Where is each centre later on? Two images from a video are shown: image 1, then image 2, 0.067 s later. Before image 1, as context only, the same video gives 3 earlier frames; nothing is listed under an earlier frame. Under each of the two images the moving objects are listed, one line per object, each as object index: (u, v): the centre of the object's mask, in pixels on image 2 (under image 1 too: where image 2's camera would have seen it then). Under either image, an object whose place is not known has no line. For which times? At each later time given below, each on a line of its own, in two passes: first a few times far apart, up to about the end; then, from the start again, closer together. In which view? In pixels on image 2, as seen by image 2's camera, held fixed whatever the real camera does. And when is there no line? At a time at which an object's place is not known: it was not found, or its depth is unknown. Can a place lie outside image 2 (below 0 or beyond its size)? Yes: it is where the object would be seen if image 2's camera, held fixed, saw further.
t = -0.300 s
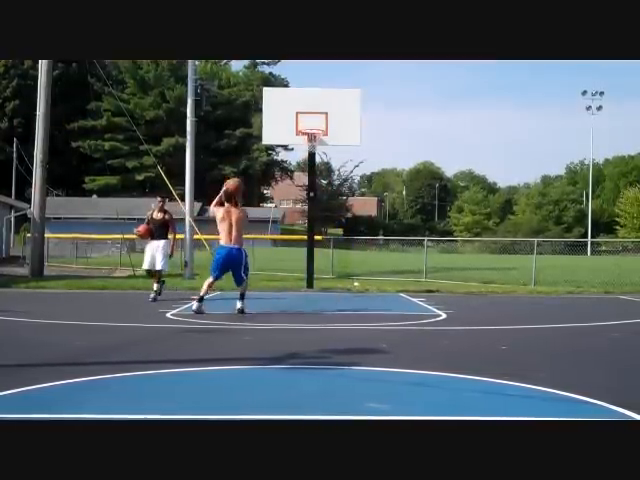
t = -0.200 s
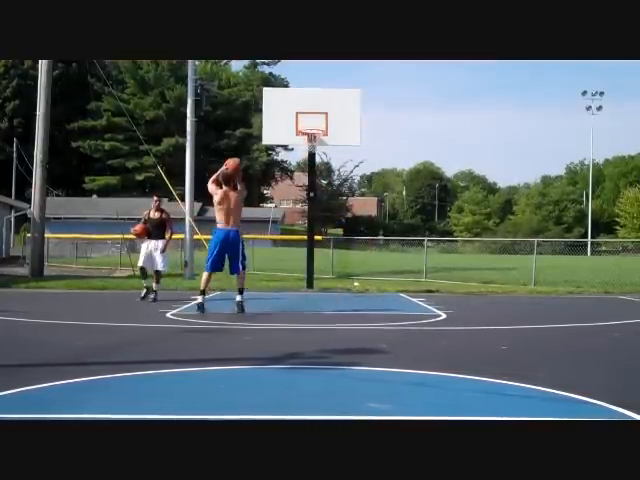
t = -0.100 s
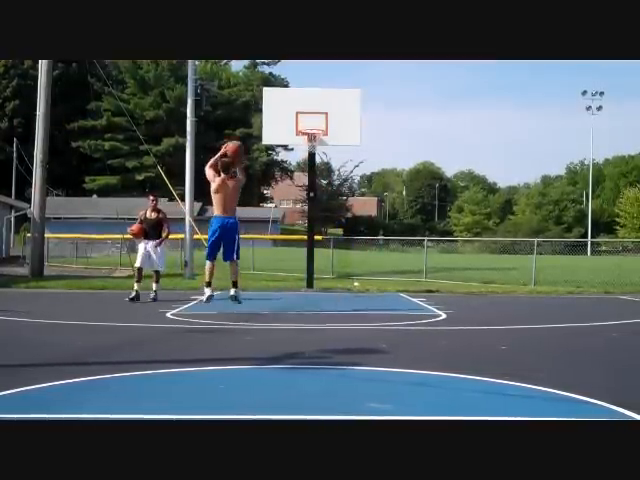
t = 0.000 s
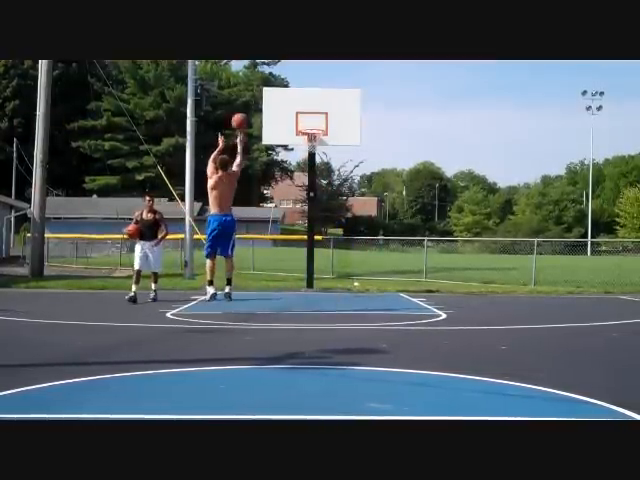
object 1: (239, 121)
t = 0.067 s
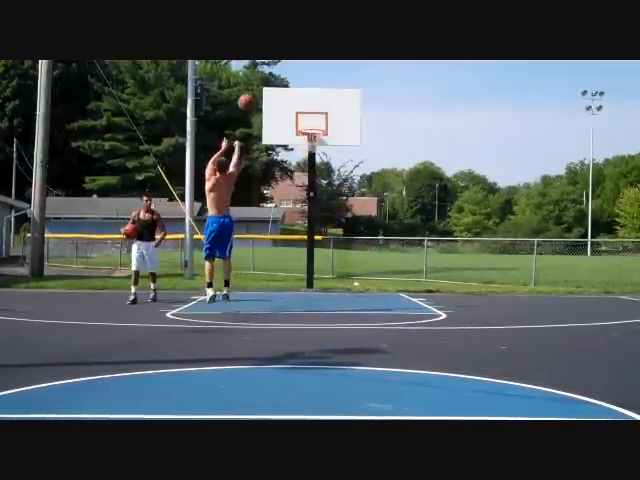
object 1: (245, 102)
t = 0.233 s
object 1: (261, 70)
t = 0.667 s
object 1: (290, 73)
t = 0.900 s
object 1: (302, 116)
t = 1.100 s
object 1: (308, 122)
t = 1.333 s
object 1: (312, 126)
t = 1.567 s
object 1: (313, 139)
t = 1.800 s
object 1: (311, 143)
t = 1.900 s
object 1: (311, 149)
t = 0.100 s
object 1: (248, 94)
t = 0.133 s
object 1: (250, 87)
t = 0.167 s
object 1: (254, 79)
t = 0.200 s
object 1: (257, 73)
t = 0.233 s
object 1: (261, 70)
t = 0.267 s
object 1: (264, 67)
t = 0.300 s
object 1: (265, 64)
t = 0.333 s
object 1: (267, 63)
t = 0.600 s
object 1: (286, 66)
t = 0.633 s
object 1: (287, 68)
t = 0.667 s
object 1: (290, 73)
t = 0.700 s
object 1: (291, 77)
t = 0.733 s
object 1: (294, 82)
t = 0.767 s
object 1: (295, 88)
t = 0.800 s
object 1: (296, 94)
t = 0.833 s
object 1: (298, 101)
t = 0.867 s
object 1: (300, 108)
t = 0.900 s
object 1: (302, 116)
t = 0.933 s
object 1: (303, 124)
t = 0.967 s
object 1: (304, 123)
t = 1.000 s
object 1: (305, 121)
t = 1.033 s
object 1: (306, 121)
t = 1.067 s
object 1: (307, 121)
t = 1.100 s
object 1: (308, 122)
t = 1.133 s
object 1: (309, 122)
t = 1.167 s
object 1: (310, 124)
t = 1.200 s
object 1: (310, 124)
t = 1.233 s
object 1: (311, 124)
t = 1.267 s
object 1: (311, 125)
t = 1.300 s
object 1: (312, 126)
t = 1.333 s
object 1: (312, 126)
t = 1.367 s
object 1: (312, 130)
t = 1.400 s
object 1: (314, 134)
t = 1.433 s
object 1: (313, 138)
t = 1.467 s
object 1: (313, 140)
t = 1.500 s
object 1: (314, 139)
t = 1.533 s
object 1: (313, 139)
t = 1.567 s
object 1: (313, 139)
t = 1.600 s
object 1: (313, 139)
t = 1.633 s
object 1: (312, 139)
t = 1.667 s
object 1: (312, 140)
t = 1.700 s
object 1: (311, 141)
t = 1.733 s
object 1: (310, 141)
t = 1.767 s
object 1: (311, 142)
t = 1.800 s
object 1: (311, 143)
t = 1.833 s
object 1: (311, 144)
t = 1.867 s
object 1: (311, 145)
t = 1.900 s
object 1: (311, 149)
